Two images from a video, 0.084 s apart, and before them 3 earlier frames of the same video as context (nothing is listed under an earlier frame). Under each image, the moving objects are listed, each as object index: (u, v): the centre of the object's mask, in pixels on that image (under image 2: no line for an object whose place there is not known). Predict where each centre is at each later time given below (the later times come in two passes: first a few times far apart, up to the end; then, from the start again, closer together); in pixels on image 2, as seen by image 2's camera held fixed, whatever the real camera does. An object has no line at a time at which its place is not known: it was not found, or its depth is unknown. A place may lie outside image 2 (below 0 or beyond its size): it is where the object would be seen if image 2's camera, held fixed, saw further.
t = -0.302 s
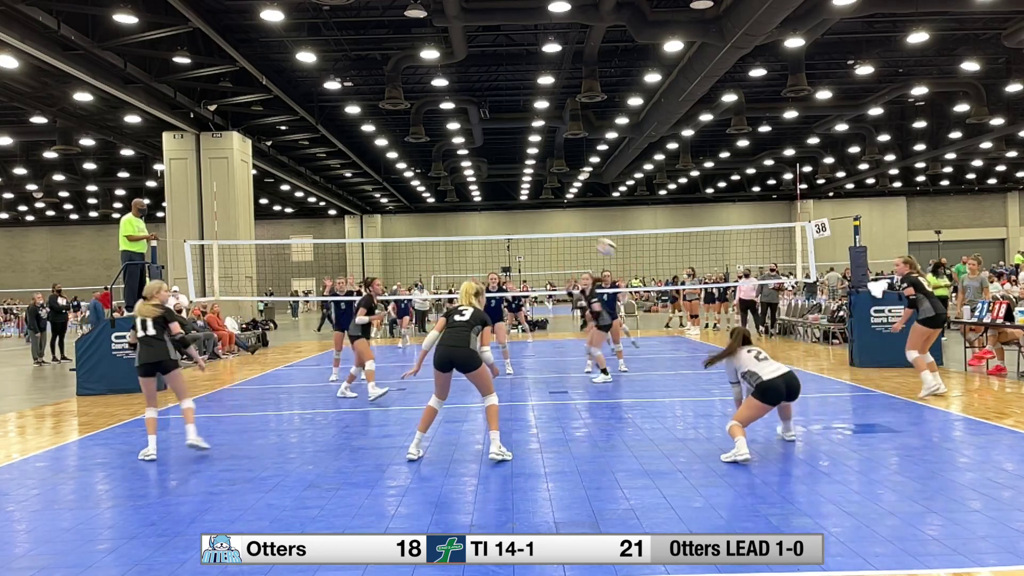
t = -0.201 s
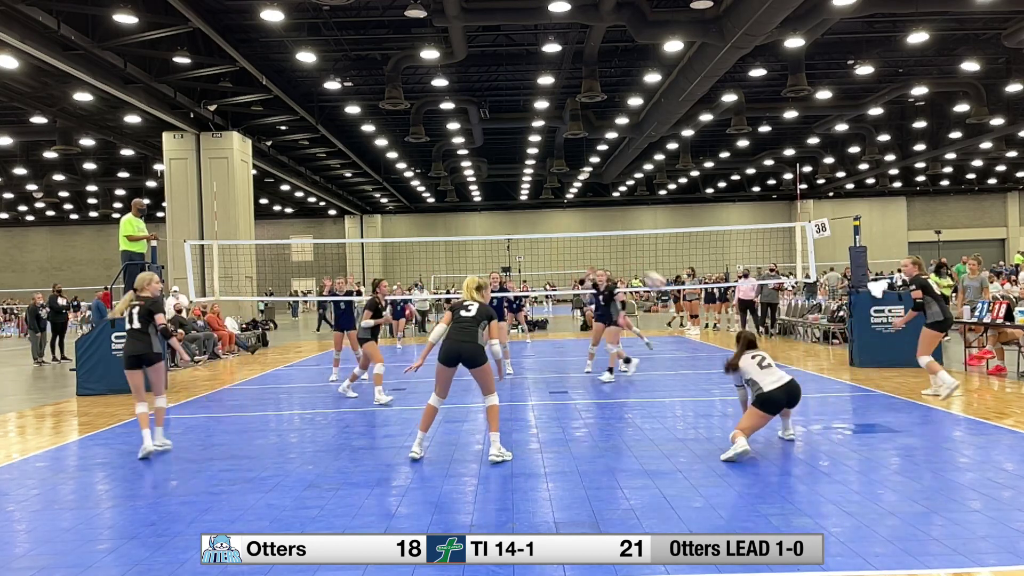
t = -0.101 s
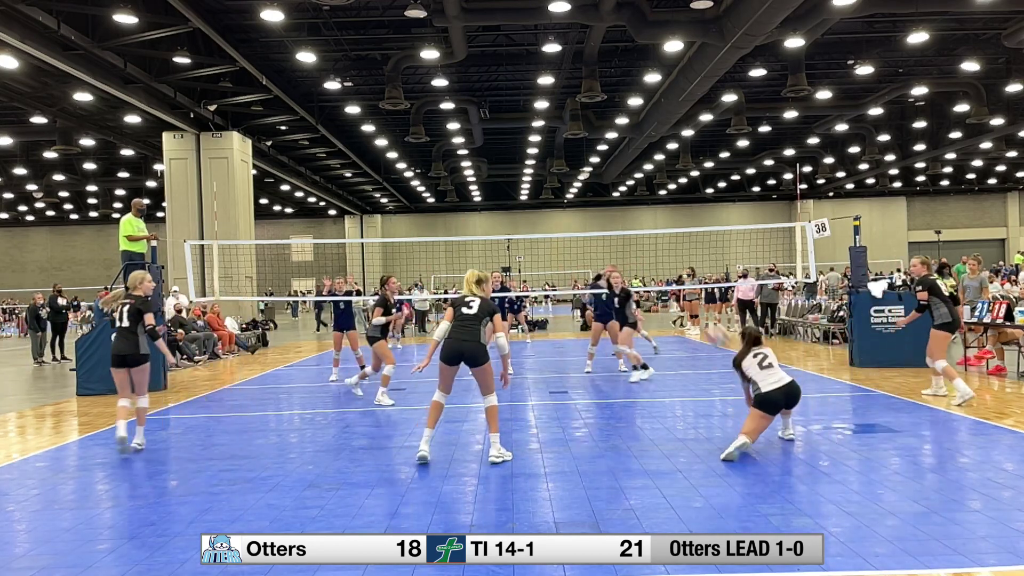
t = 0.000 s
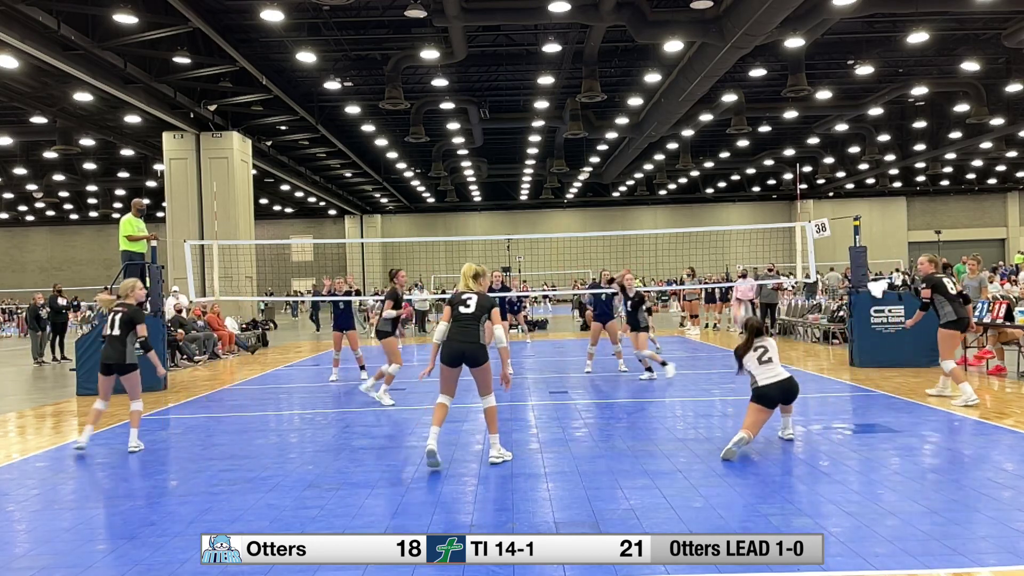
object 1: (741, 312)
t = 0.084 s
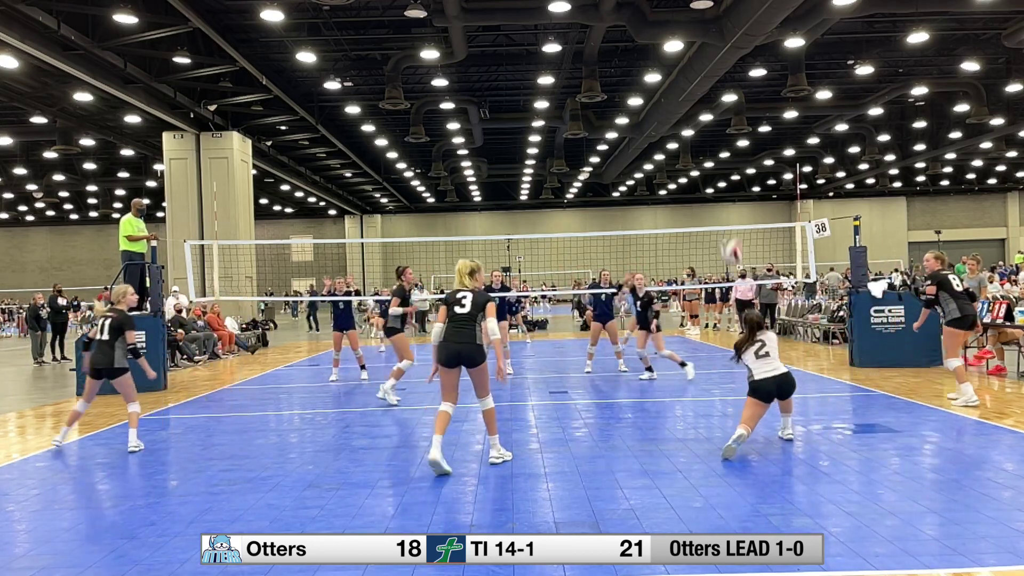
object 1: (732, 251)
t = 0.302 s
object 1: (711, 136)
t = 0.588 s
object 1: (689, 72)
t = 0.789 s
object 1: (677, 70)
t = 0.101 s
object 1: (730, 240)
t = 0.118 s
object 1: (727, 229)
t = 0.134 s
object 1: (726, 216)
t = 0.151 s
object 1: (724, 207)
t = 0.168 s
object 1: (722, 198)
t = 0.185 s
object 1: (721, 190)
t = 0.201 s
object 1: (720, 180)
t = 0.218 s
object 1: (718, 172)
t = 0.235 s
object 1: (717, 165)
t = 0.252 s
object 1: (715, 157)
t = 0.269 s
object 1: (713, 149)
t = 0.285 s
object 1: (712, 143)
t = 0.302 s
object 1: (711, 136)
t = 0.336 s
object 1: (708, 124)
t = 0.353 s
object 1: (707, 119)
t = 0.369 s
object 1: (705, 114)
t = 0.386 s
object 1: (704, 109)
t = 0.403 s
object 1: (703, 104)
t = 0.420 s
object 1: (701, 99)
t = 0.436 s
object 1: (700, 95)
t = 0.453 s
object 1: (699, 91)
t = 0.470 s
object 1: (698, 88)
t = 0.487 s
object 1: (697, 85)
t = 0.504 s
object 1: (695, 82)
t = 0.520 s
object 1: (694, 79)
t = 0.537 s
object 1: (693, 77)
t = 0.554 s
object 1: (692, 75)
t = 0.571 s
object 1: (691, 73)
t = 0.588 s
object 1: (689, 72)
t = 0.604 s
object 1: (688, 70)
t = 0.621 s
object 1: (687, 69)
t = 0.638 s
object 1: (686, 68)
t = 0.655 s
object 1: (685, 67)
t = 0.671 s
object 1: (684, 67)
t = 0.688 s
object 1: (683, 67)
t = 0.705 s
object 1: (682, 67)
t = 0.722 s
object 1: (681, 67)
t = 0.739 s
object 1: (680, 67)
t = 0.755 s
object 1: (679, 68)
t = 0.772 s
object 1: (678, 69)
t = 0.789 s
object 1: (677, 70)
